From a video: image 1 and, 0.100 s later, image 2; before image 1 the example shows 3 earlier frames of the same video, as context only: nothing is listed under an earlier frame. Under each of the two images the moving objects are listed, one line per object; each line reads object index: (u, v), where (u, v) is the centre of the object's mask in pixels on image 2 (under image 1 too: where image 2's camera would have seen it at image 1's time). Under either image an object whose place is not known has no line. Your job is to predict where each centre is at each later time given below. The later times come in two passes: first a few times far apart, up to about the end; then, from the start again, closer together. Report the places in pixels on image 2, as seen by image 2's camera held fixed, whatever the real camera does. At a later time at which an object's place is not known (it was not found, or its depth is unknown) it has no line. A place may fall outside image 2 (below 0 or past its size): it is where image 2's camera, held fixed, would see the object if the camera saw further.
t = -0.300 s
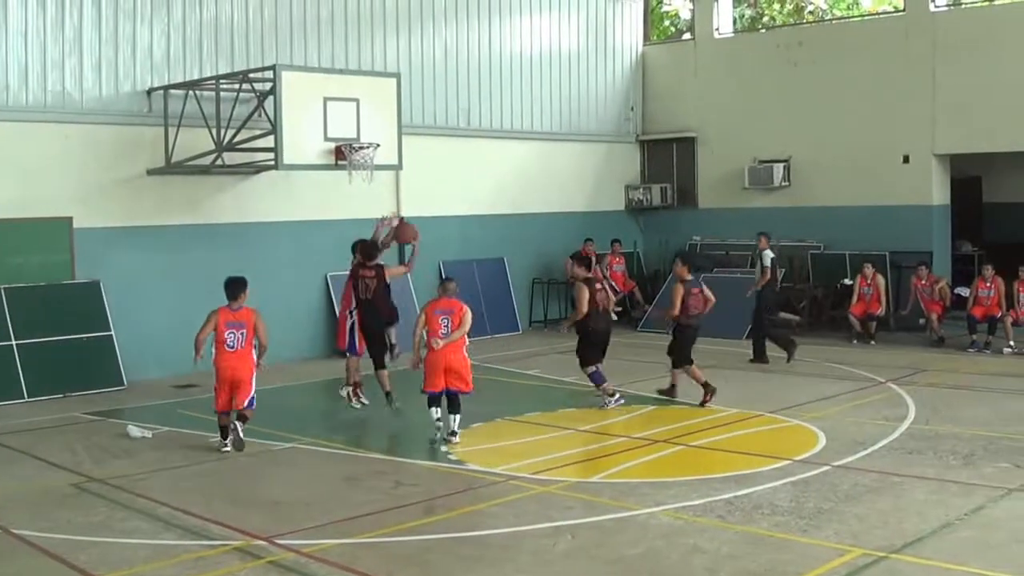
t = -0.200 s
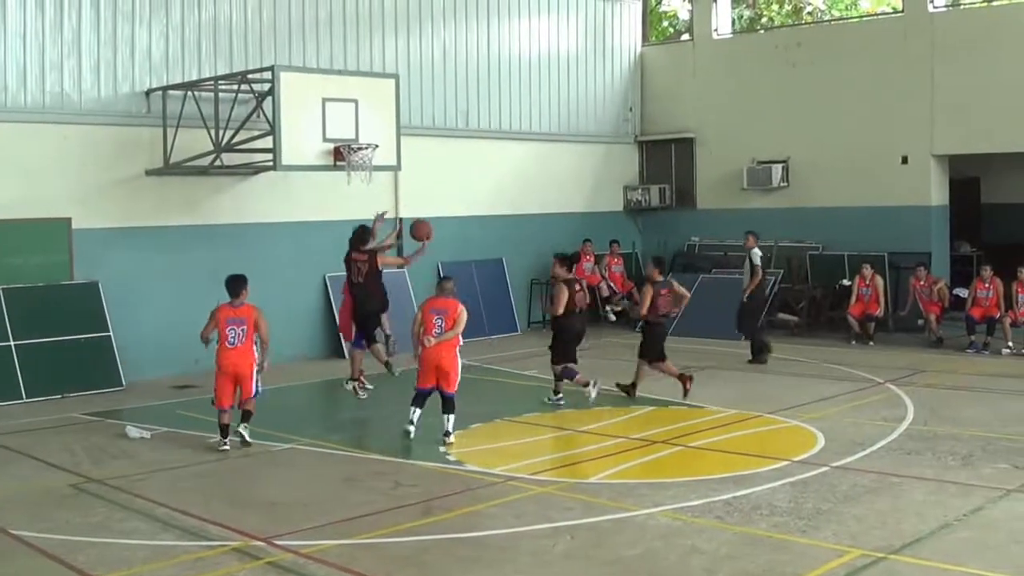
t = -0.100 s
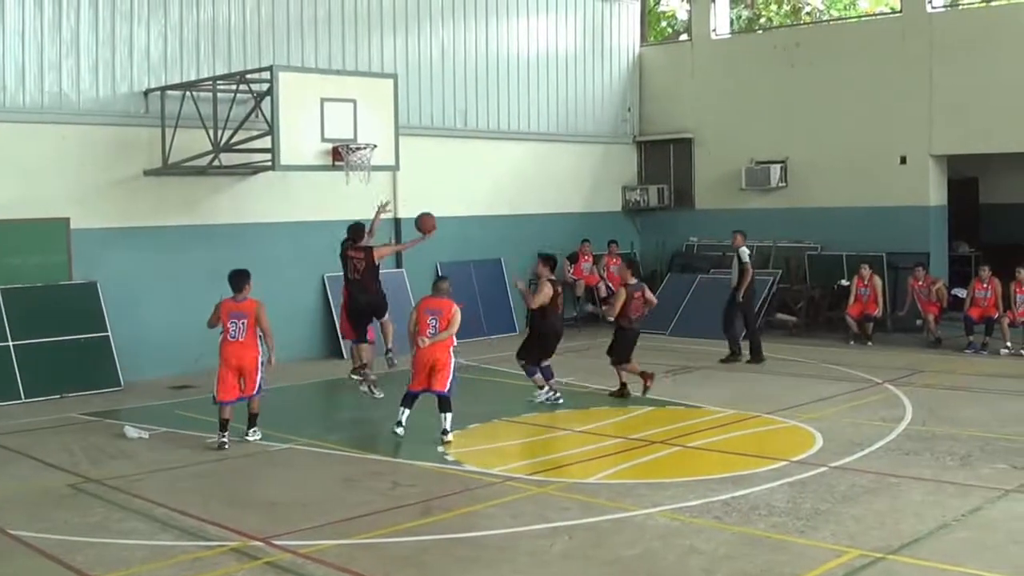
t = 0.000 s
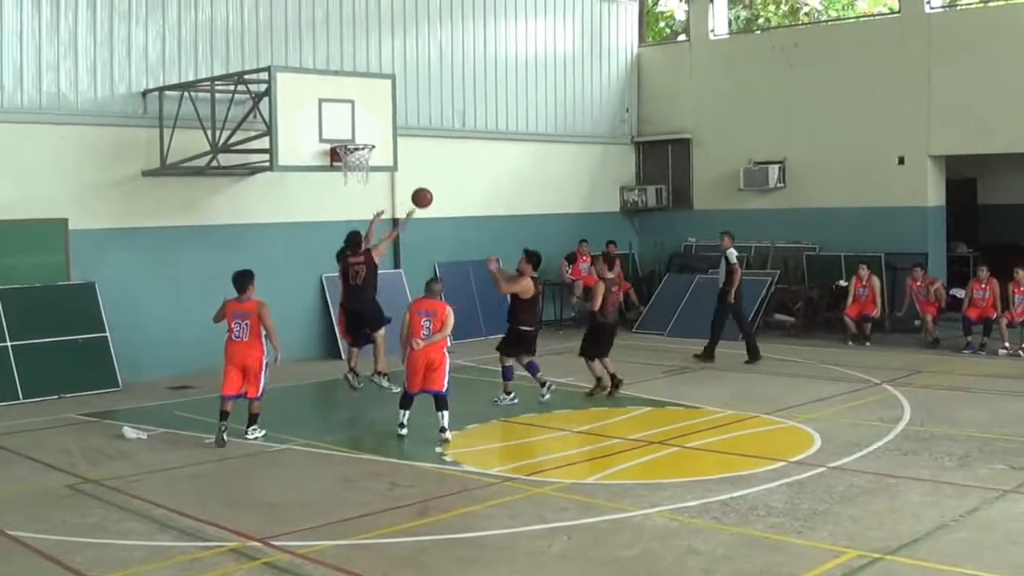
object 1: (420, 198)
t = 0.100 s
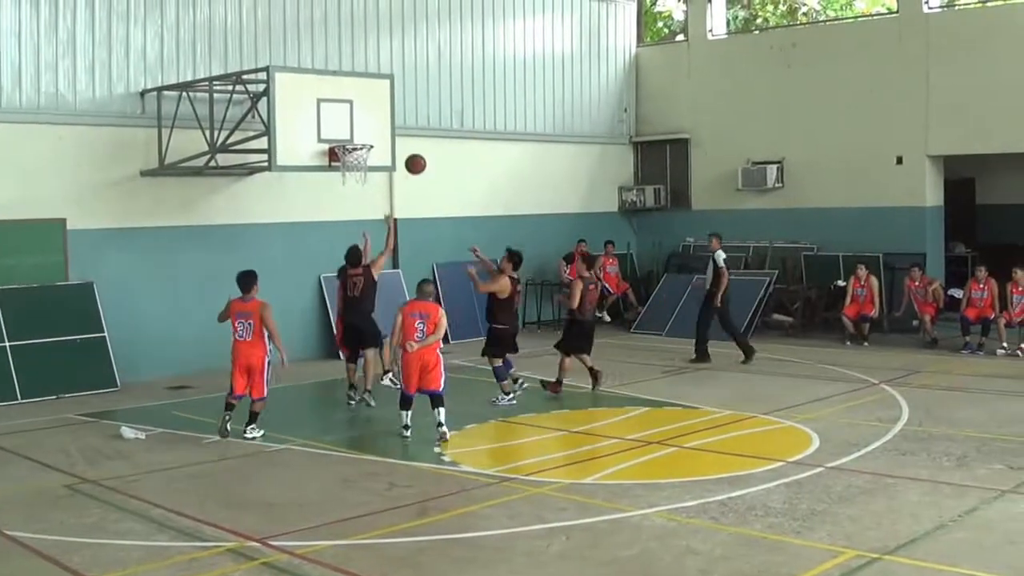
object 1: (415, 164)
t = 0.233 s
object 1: (409, 134)
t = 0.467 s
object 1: (399, 119)
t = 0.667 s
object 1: (392, 141)
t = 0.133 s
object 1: (413, 155)
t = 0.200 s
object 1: (410, 140)
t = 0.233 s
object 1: (409, 134)
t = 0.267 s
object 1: (407, 129)
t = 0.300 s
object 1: (406, 125)
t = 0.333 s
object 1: (404, 122)
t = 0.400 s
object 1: (401, 118)
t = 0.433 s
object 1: (400, 119)
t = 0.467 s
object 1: (399, 119)
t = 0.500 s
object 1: (398, 121)
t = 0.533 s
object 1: (397, 123)
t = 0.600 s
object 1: (395, 130)
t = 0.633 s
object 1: (394, 136)
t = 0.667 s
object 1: (392, 141)
